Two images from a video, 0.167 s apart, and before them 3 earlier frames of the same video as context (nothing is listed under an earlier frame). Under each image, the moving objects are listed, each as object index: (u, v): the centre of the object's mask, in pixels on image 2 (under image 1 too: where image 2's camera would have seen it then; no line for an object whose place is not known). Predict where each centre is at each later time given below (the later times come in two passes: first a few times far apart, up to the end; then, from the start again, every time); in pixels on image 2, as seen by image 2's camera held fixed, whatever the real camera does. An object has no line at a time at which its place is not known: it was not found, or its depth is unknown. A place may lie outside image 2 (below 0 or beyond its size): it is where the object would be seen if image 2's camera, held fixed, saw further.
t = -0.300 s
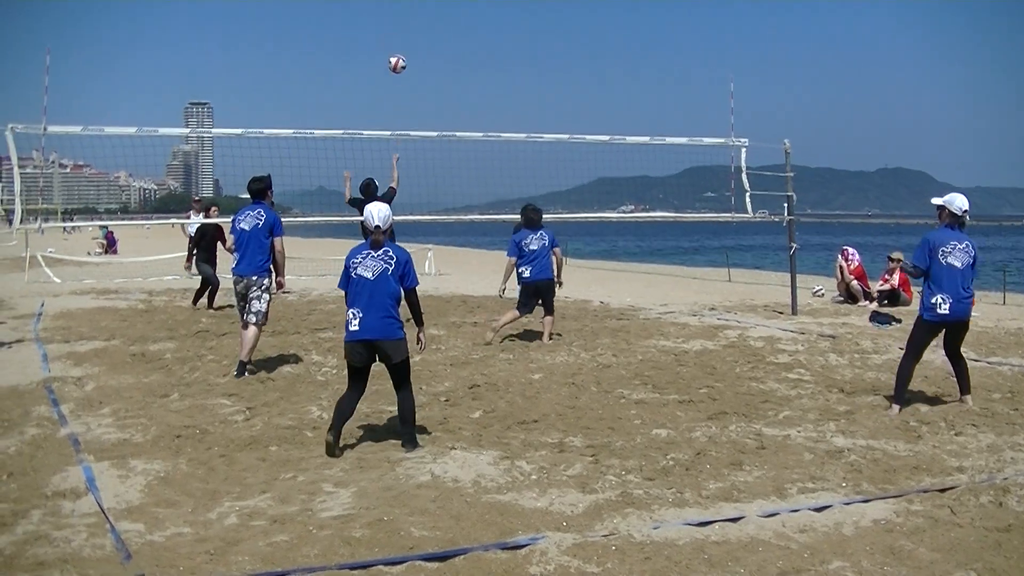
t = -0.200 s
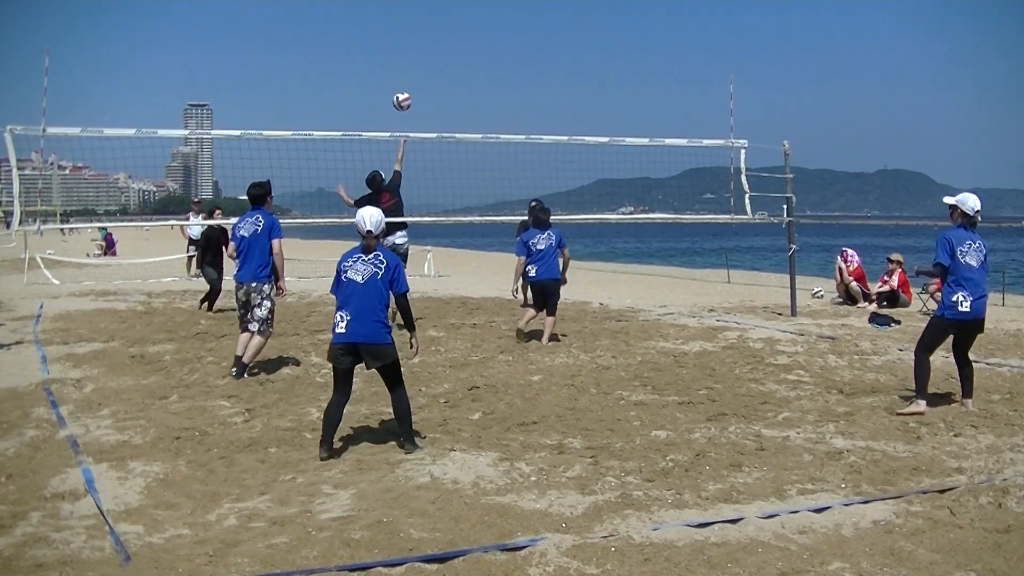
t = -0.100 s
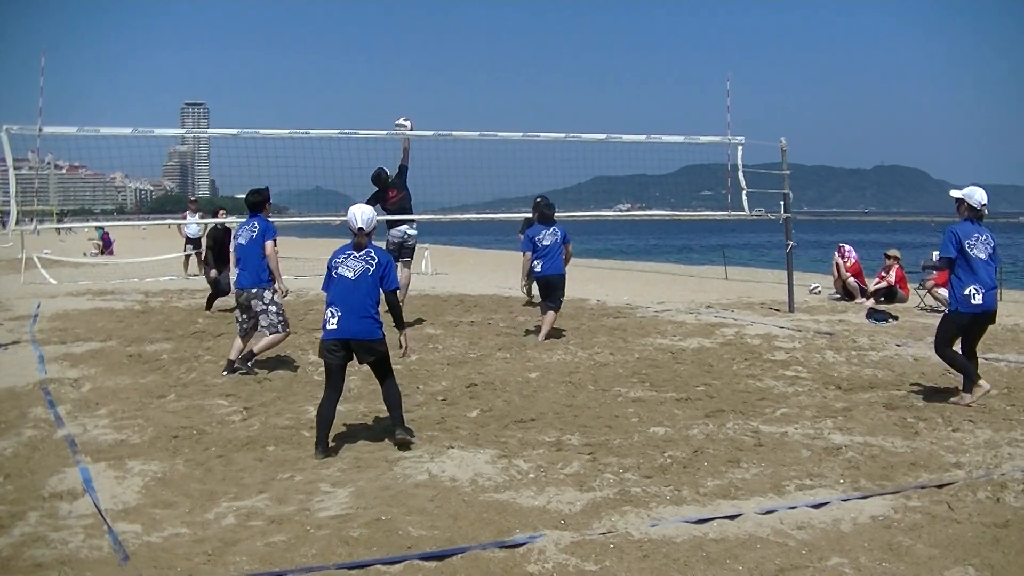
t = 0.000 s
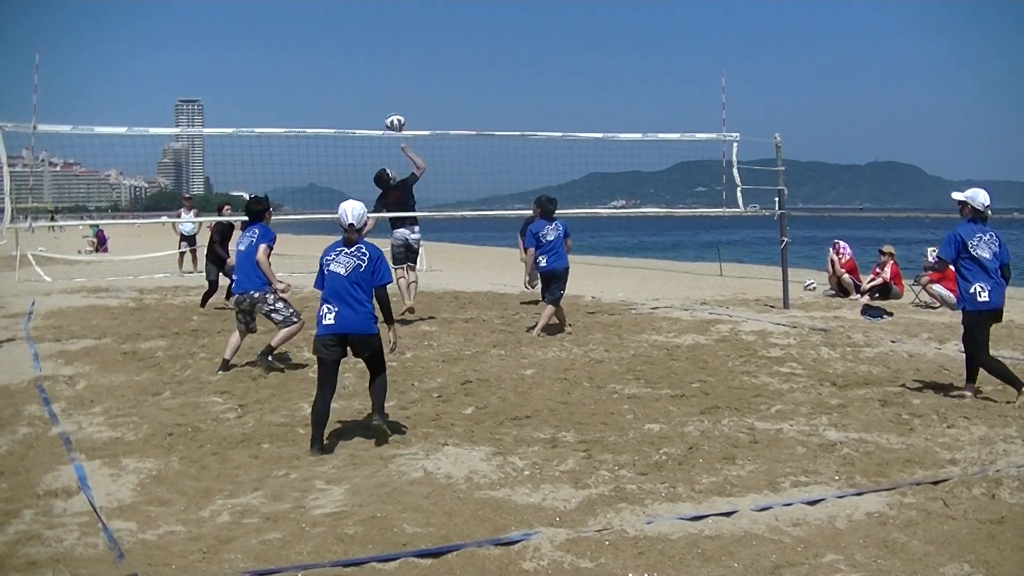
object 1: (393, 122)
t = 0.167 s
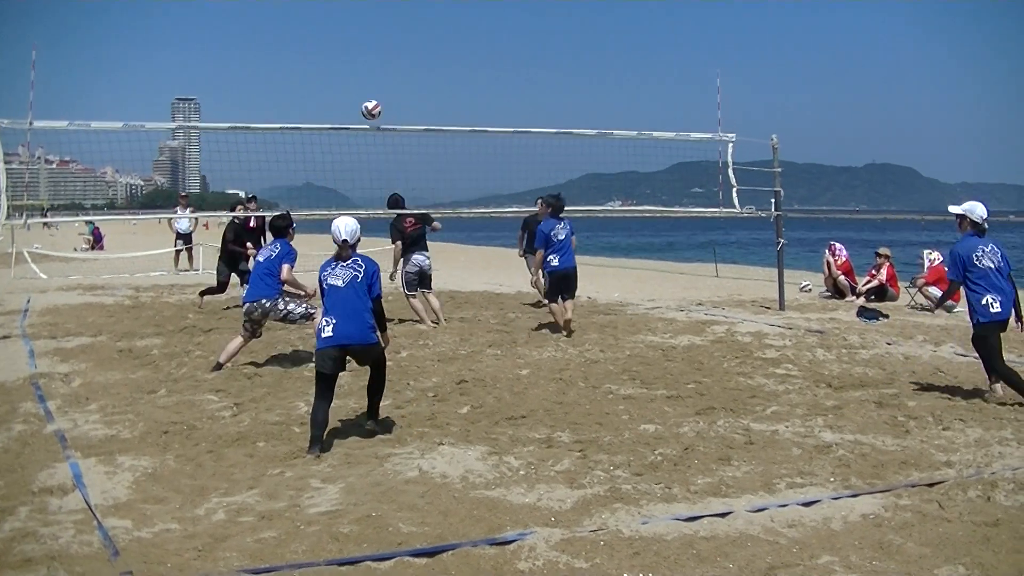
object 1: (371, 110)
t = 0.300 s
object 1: (354, 117)
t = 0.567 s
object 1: (321, 117)
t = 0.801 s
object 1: (299, 128)
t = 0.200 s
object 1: (367, 110)
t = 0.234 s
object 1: (362, 112)
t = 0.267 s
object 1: (358, 114)
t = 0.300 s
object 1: (354, 117)
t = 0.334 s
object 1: (350, 120)
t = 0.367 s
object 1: (346, 118)
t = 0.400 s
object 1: (341, 114)
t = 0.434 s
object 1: (338, 113)
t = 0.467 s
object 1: (333, 113)
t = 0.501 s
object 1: (329, 113)
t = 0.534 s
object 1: (326, 115)
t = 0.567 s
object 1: (321, 117)
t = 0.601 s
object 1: (317, 117)
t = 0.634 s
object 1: (313, 118)
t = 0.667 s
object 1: (310, 119)
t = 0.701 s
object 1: (307, 120)
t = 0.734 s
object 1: (304, 122)
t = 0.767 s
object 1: (302, 124)
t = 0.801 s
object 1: (299, 128)
